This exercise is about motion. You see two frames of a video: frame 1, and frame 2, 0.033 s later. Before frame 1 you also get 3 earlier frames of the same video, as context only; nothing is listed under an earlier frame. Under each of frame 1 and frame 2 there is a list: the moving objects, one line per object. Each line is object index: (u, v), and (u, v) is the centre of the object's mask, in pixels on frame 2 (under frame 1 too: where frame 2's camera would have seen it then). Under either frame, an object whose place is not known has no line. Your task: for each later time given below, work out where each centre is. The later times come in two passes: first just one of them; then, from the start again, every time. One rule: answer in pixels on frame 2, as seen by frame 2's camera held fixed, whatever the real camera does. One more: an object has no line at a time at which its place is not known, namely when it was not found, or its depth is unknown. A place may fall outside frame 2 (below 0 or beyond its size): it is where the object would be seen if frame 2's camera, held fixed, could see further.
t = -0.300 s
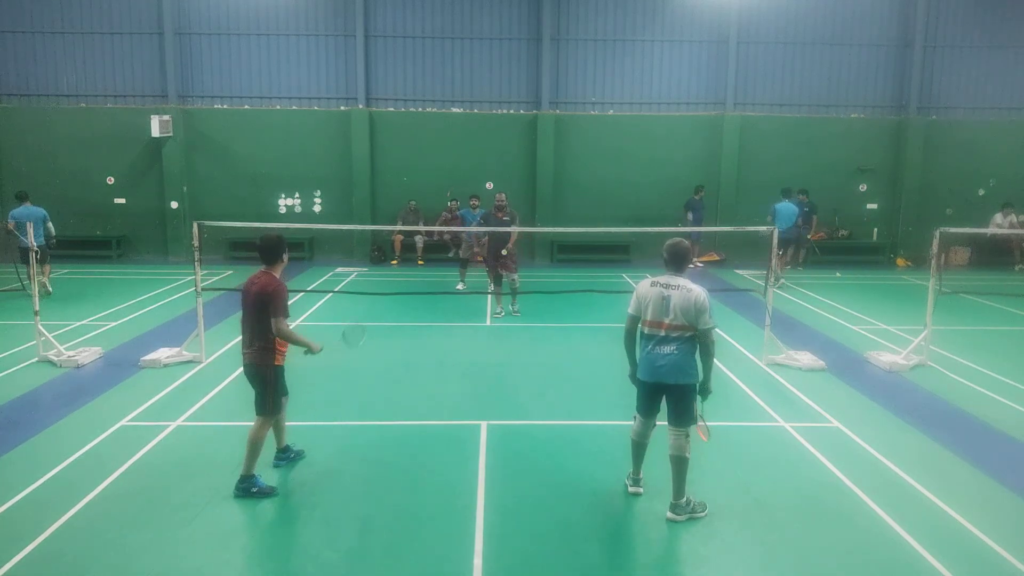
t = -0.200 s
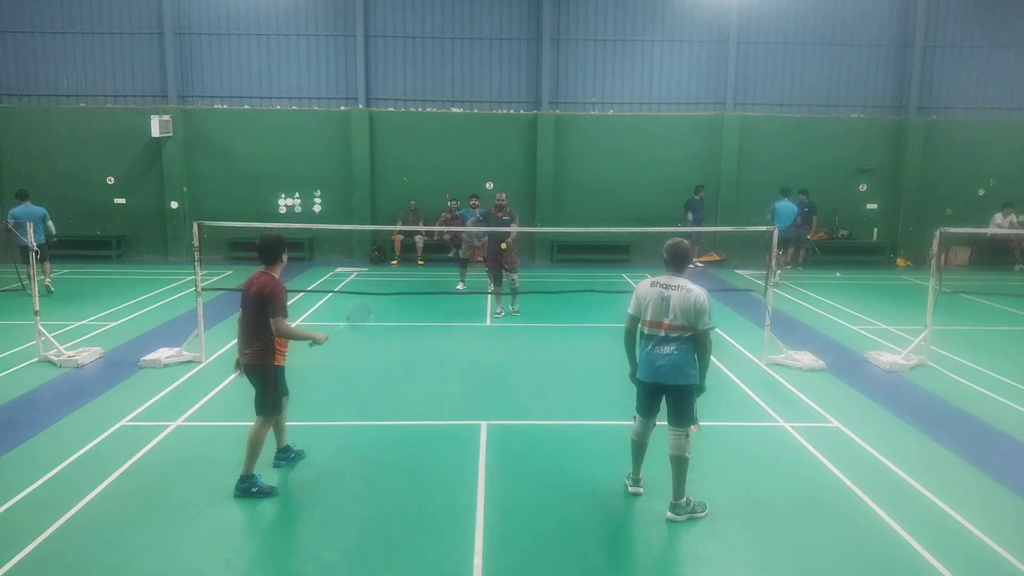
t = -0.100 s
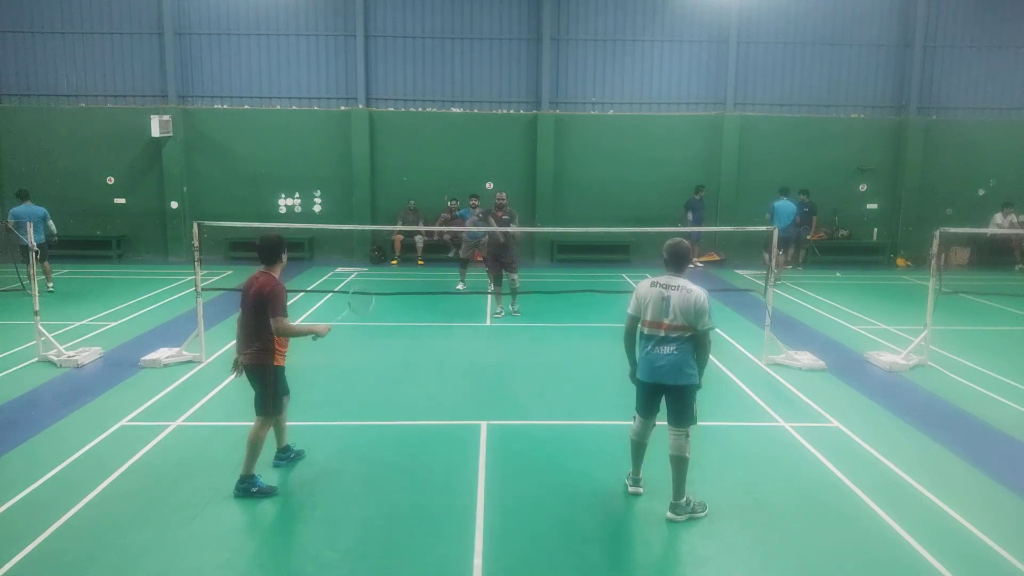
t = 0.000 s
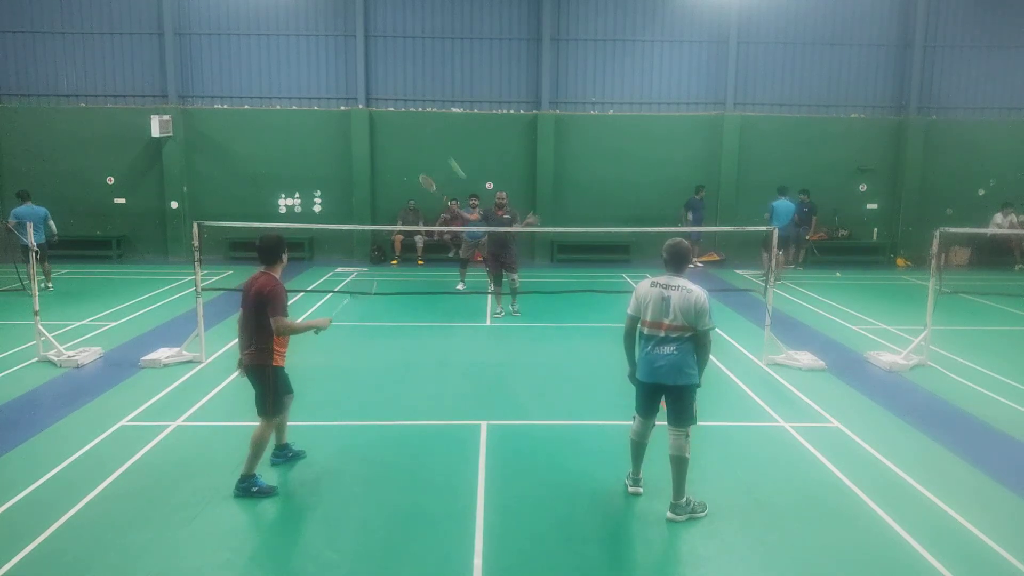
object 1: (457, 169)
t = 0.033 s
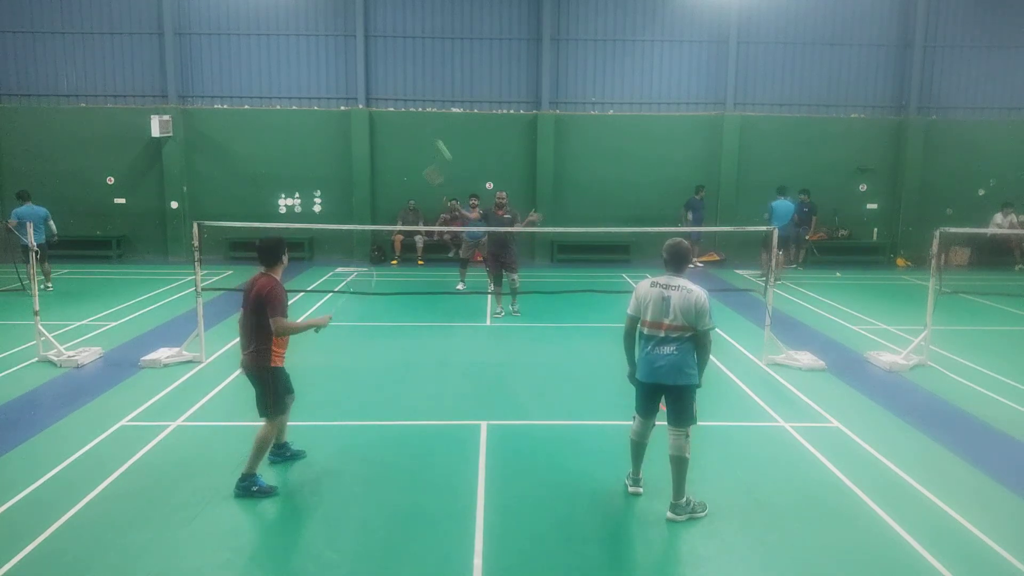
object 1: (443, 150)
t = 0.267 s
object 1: (346, 47)
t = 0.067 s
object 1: (430, 131)
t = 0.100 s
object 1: (417, 116)
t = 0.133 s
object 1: (403, 100)
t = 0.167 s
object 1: (389, 85)
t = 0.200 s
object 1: (375, 71)
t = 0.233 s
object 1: (361, 59)
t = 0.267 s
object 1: (346, 47)
